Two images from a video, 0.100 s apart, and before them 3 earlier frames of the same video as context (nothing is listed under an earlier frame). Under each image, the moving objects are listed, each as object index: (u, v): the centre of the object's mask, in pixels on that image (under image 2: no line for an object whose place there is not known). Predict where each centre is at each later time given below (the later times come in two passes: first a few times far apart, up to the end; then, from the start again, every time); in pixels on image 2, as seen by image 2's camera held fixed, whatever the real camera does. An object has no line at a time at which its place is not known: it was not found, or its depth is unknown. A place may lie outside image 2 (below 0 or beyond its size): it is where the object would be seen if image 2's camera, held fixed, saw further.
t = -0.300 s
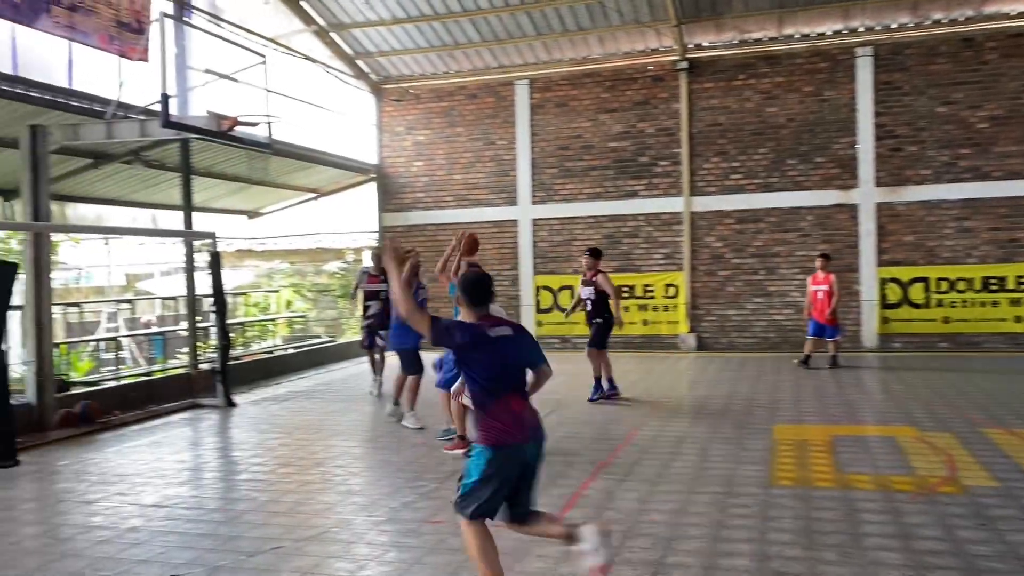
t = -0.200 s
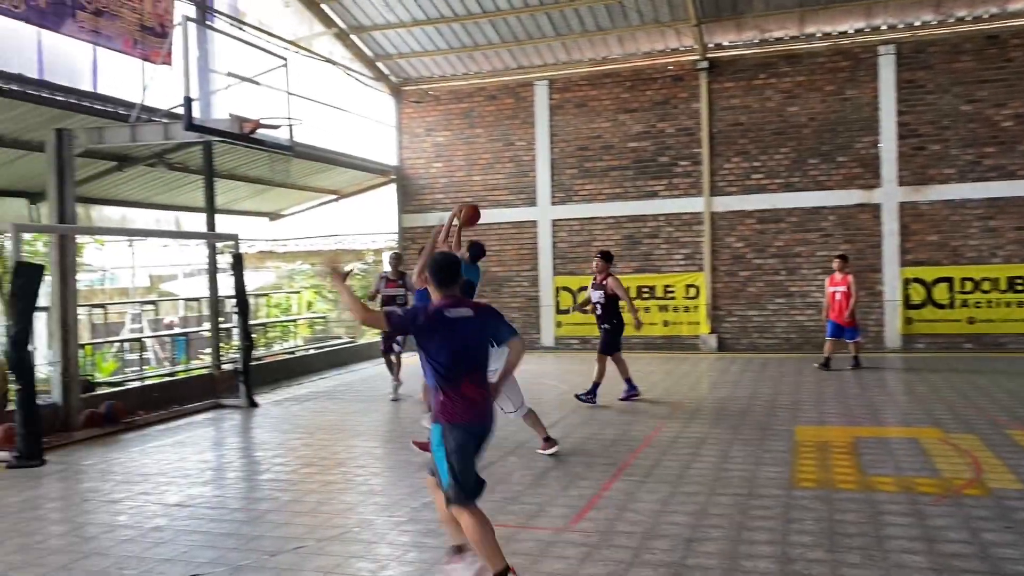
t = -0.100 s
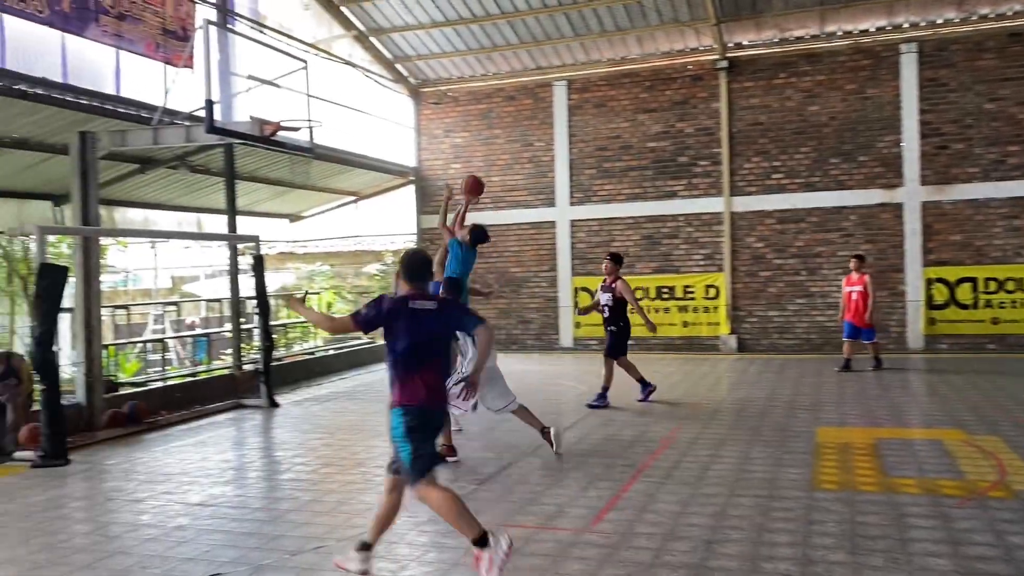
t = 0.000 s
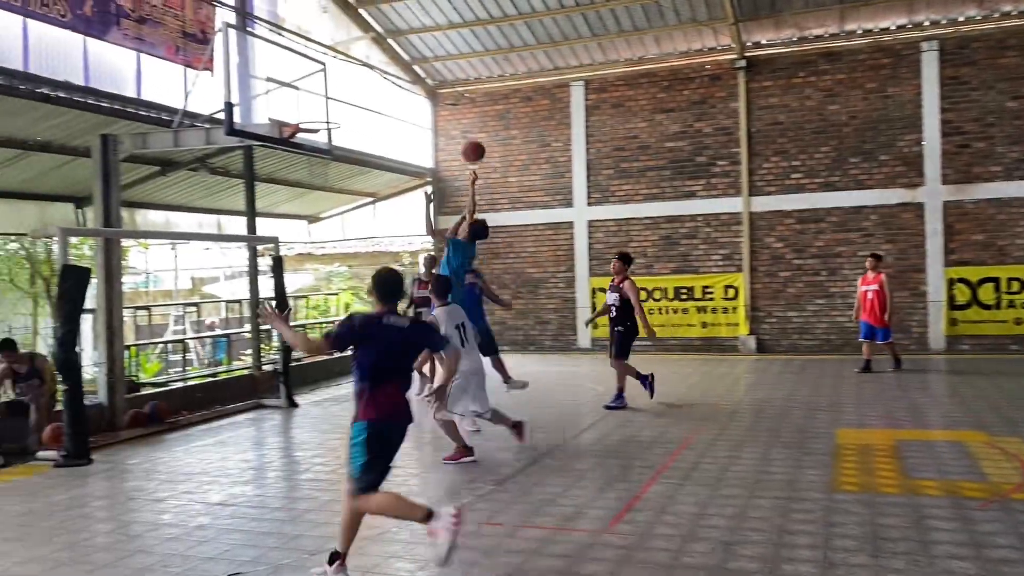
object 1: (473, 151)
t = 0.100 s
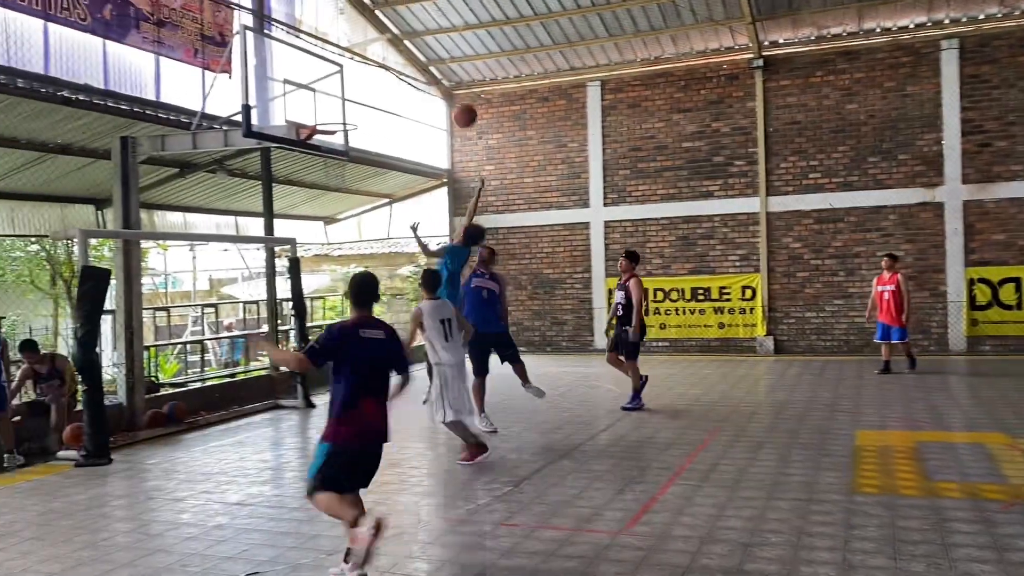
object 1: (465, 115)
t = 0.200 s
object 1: (443, 88)
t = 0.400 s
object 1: (400, 69)
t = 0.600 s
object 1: (360, 92)
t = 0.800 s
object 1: (329, 148)
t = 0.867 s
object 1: (327, 167)
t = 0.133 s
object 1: (457, 105)
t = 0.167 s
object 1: (450, 95)
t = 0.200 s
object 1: (443, 88)
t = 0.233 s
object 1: (436, 82)
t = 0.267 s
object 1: (428, 77)
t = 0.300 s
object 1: (421, 74)
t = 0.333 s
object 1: (414, 71)
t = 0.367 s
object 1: (407, 70)
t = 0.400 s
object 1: (400, 69)
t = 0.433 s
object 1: (393, 70)
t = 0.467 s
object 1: (386, 74)
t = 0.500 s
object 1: (380, 75)
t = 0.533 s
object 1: (373, 80)
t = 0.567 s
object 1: (367, 85)
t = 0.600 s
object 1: (360, 92)
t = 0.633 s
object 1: (354, 99)
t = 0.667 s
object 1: (348, 109)
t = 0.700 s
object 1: (341, 117)
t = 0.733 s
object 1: (335, 127)
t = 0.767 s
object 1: (331, 139)
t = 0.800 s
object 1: (329, 148)
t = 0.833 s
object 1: (327, 158)
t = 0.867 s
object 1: (327, 167)
